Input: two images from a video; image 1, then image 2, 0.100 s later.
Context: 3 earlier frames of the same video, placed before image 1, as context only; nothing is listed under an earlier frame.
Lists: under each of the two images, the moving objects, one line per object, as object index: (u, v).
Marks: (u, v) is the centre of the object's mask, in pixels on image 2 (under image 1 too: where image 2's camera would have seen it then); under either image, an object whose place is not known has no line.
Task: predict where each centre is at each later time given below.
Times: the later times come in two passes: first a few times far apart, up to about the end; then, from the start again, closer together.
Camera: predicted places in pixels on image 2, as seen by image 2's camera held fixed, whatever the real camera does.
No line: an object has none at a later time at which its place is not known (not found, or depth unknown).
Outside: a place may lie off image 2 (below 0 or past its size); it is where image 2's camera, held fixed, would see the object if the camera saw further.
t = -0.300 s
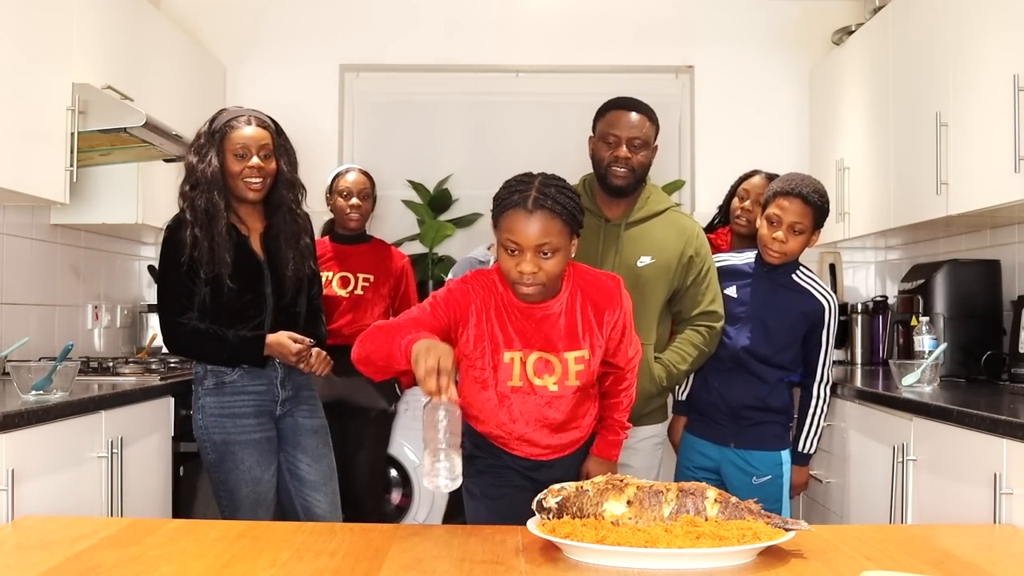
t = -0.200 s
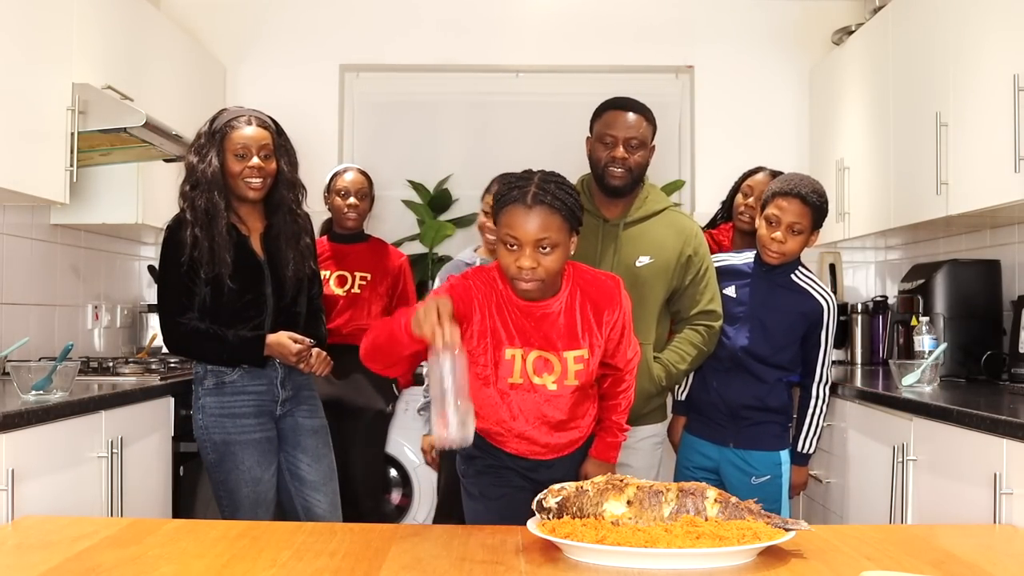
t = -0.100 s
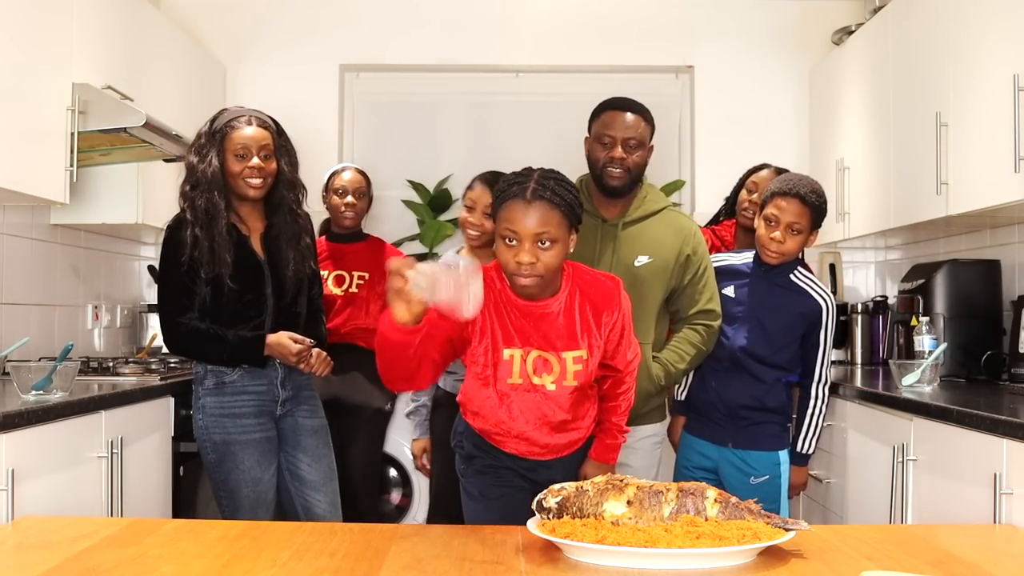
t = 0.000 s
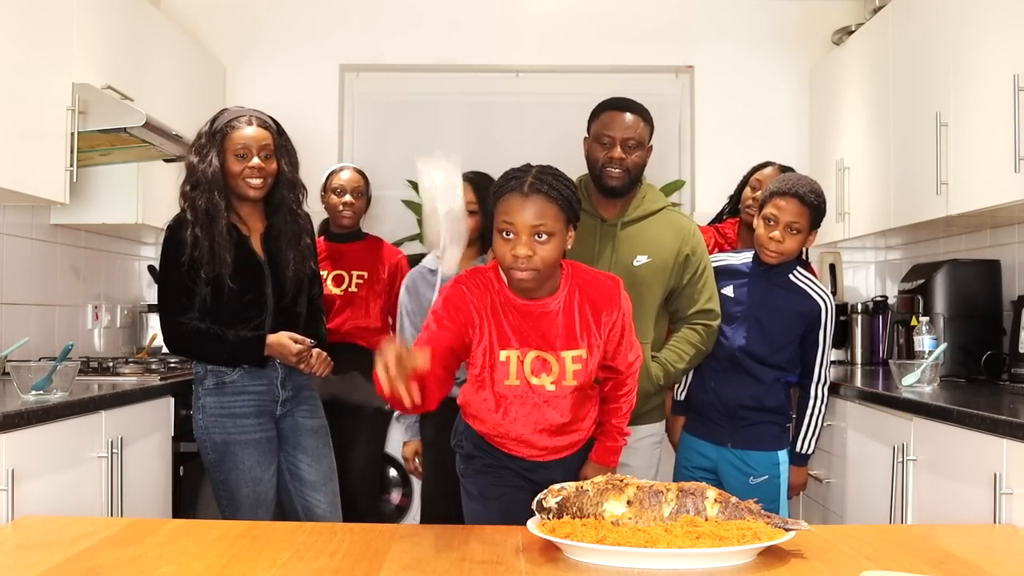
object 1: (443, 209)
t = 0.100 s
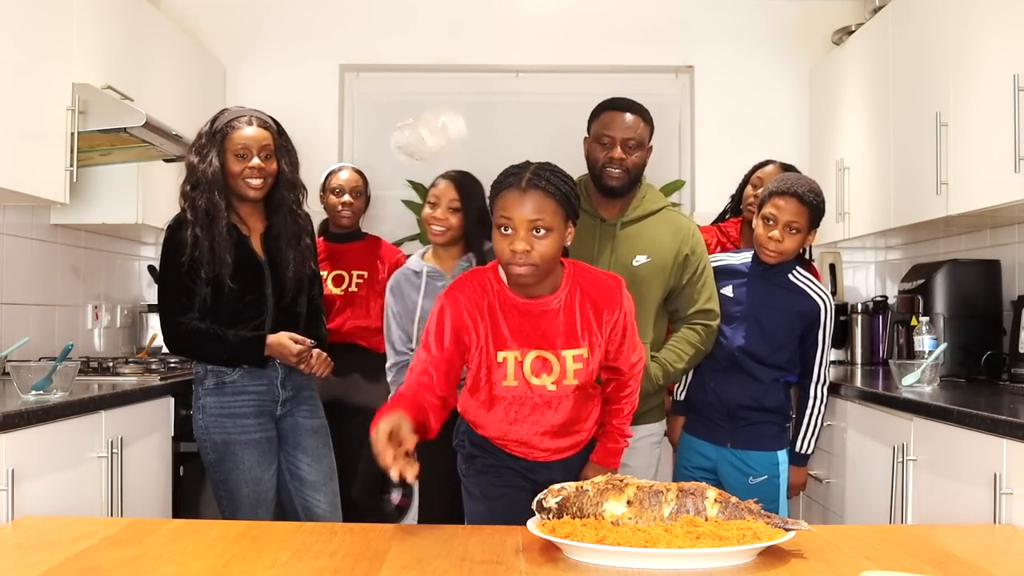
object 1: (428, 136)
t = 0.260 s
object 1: (392, 191)
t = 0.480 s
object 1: (342, 509)
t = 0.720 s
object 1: (281, 543)
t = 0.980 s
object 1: (263, 545)
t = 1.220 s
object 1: (254, 546)
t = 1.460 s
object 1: (245, 548)
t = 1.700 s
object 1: (234, 550)
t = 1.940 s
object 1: (227, 552)
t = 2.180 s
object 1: (226, 552)
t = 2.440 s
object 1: (229, 551)
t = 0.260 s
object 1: (392, 191)
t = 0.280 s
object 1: (388, 210)
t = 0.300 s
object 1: (384, 233)
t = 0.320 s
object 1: (379, 260)
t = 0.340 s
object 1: (375, 285)
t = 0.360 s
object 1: (370, 323)
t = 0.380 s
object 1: (366, 359)
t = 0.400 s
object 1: (360, 399)
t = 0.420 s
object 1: (355, 440)
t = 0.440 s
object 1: (352, 487)
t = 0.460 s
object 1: (347, 511)
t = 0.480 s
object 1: (342, 509)
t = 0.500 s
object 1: (336, 510)
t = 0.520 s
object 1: (330, 512)
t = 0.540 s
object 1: (325, 514)
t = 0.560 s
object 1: (319, 517)
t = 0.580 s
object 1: (313, 521)
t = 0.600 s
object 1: (306, 527)
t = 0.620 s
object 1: (298, 537)
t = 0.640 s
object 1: (297, 543)
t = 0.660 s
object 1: (291, 542)
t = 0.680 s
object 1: (287, 542)
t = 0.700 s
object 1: (283, 543)
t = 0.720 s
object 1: (281, 543)
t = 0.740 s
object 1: (280, 543)
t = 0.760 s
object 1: (279, 543)
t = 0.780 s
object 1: (278, 544)
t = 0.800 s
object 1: (277, 544)
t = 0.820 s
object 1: (276, 544)
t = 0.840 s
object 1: (275, 545)
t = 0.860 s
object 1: (273, 545)
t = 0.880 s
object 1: (271, 545)
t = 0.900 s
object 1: (269, 545)
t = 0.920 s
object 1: (267, 545)
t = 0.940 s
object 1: (265, 545)
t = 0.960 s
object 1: (264, 545)
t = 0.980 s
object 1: (263, 545)
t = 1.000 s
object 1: (262, 545)
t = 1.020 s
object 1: (261, 545)
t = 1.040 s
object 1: (260, 545)
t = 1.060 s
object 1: (259, 545)
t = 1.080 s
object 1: (258, 545)
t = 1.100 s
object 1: (257, 546)
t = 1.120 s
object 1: (257, 546)
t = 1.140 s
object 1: (256, 546)
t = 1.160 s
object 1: (256, 546)
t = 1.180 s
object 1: (255, 546)
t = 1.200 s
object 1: (255, 546)
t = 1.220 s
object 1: (254, 546)
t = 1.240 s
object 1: (253, 546)
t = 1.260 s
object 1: (253, 547)
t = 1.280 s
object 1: (252, 547)
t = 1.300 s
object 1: (251, 547)
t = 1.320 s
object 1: (250, 547)
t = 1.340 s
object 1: (249, 547)
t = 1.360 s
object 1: (249, 547)
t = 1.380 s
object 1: (248, 548)
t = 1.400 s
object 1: (247, 548)
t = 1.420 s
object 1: (247, 548)
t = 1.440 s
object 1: (246, 548)
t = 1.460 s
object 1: (245, 548)
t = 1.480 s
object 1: (244, 548)
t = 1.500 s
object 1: (243, 548)
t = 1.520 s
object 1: (242, 549)
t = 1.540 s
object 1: (241, 549)
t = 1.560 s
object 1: (240, 549)
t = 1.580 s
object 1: (240, 549)
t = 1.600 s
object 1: (239, 549)
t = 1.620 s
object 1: (238, 550)
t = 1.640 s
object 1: (237, 550)
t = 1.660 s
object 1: (236, 550)
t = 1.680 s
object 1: (235, 550)
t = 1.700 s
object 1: (234, 550)
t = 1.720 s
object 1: (233, 551)
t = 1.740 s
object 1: (232, 551)
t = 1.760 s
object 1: (232, 551)
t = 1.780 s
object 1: (231, 551)
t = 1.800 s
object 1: (231, 551)
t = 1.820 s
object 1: (231, 551)
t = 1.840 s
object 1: (230, 551)
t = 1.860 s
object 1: (229, 551)
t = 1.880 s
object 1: (229, 551)
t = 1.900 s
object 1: (228, 551)
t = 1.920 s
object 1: (227, 551)
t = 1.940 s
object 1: (227, 552)
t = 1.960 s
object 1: (227, 551)
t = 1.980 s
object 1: (227, 552)
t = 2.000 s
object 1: (226, 552)
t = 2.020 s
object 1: (226, 552)
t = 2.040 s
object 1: (226, 552)
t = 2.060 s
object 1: (226, 552)
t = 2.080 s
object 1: (225, 552)
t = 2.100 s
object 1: (225, 552)
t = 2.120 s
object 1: (226, 552)
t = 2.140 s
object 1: (226, 552)
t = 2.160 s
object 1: (226, 552)
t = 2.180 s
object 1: (226, 552)
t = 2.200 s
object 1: (226, 552)
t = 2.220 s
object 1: (226, 552)
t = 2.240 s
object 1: (226, 552)
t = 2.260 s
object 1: (226, 552)
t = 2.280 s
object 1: (226, 552)
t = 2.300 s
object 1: (227, 552)
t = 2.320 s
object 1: (227, 552)
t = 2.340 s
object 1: (227, 551)
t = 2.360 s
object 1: (227, 552)
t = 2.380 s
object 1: (227, 551)
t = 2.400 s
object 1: (228, 552)
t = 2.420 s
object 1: (228, 551)
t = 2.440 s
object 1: (229, 551)
